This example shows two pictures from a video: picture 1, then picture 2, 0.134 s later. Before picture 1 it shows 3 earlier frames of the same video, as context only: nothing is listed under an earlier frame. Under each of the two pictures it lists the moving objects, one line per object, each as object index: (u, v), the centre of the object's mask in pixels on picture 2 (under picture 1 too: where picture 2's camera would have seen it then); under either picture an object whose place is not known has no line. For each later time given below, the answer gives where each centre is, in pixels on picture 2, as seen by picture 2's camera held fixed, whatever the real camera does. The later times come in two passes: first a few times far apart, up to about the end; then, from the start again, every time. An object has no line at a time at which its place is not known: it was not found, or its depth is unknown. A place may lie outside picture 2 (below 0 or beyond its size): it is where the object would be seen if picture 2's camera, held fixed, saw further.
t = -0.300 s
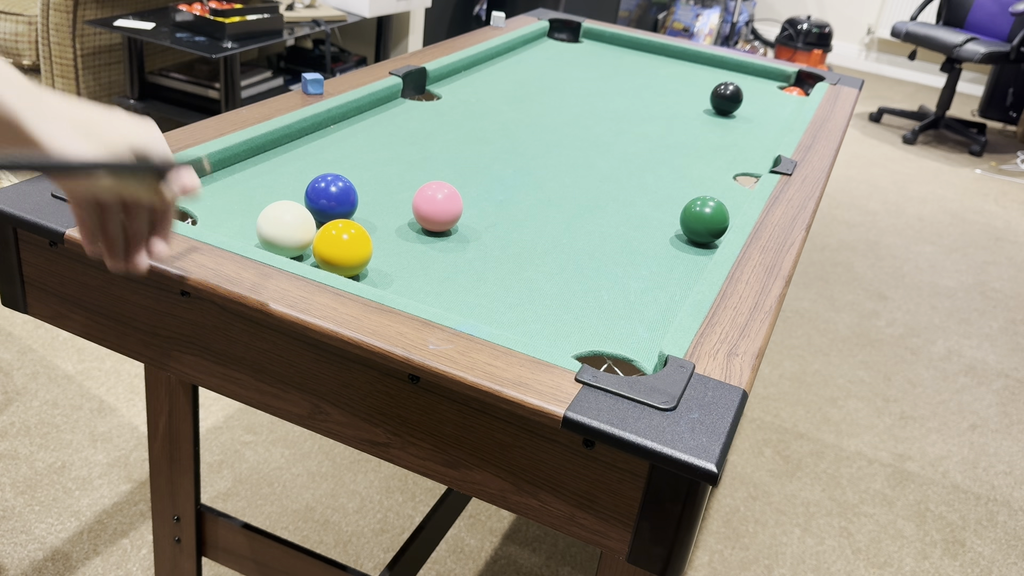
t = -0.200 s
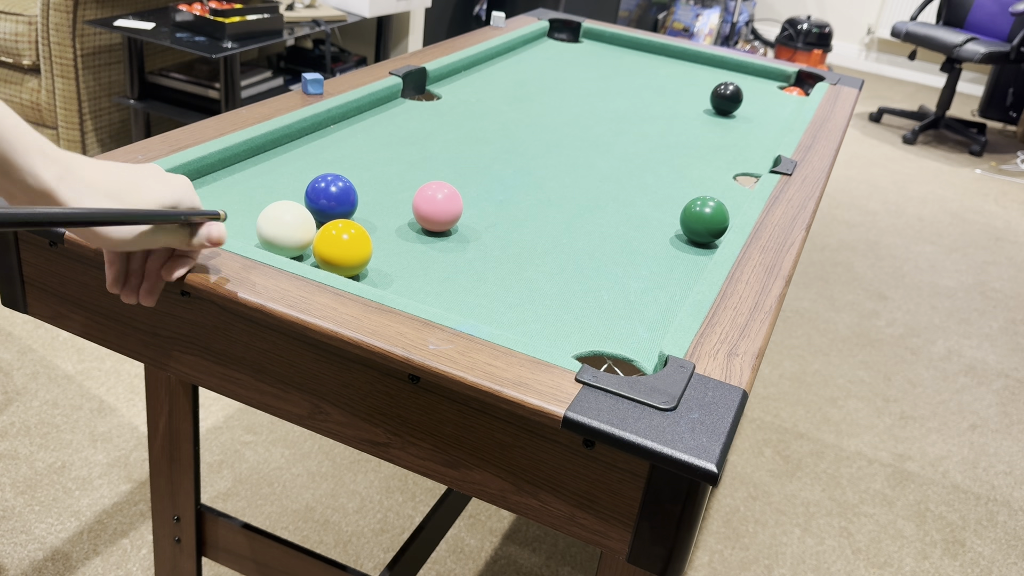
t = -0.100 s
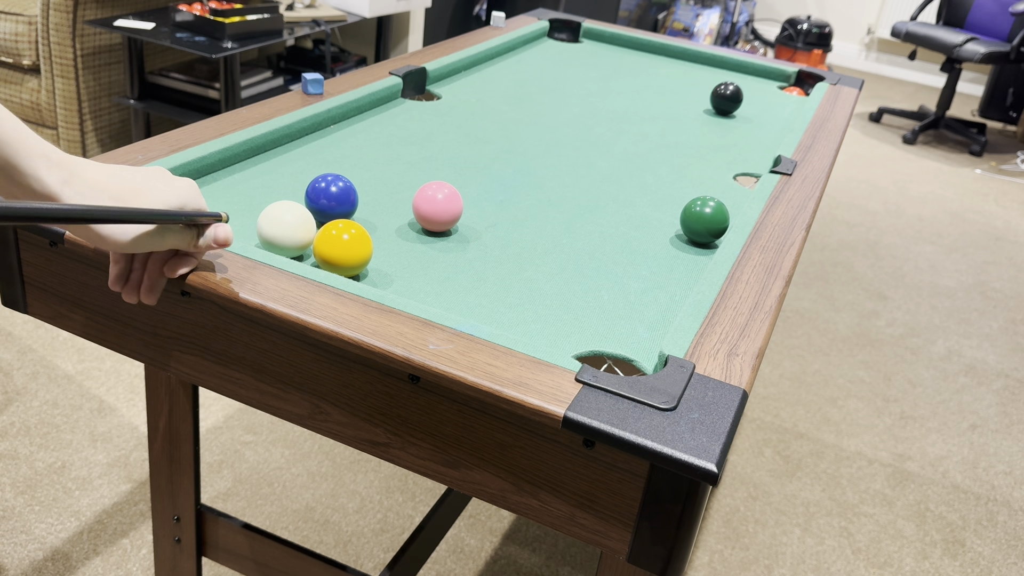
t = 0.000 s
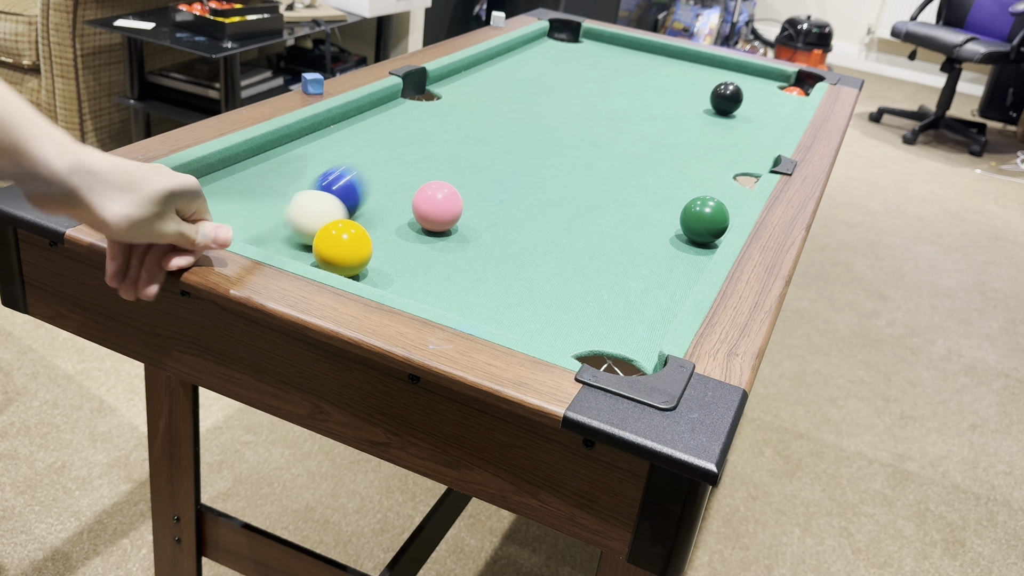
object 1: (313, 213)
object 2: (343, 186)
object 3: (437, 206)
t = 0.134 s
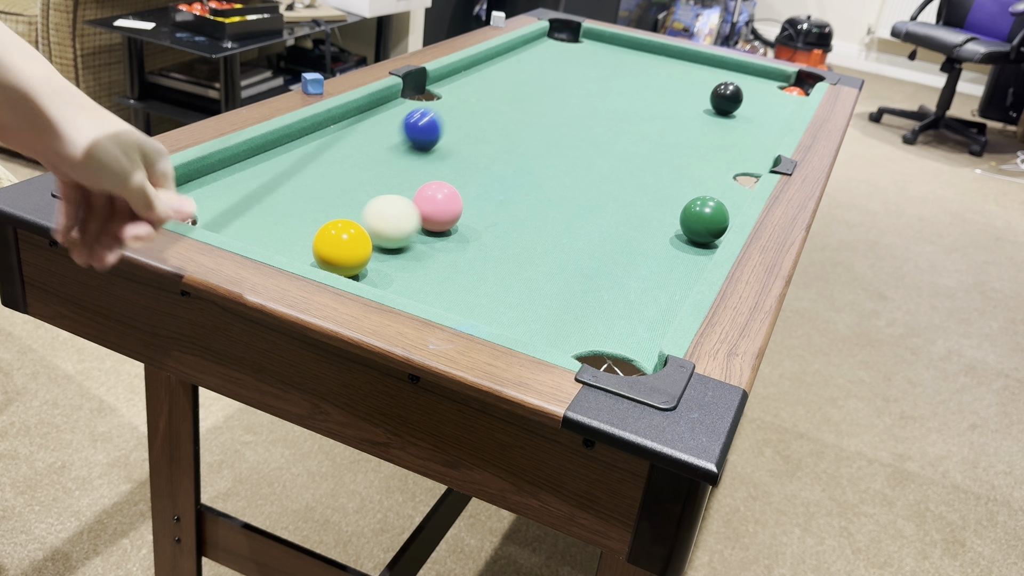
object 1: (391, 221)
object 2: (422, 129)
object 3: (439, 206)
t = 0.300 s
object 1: (448, 229)
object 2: (478, 85)
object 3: (460, 191)
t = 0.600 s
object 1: (533, 243)
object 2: (543, 35)
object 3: (492, 180)
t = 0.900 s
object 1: (606, 257)
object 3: (517, 166)
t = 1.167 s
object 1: (665, 269)
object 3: (531, 156)
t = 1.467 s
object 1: (658, 262)
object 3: (542, 146)
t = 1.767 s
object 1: (649, 256)
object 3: (551, 140)
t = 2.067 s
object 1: (648, 255)
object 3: (557, 136)
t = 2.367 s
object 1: (648, 256)
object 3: (561, 134)
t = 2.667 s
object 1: (648, 255)
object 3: (561, 134)
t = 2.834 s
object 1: (648, 255)
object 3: (561, 134)
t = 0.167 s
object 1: (407, 221)
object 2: (436, 118)
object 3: (443, 203)
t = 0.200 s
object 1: (417, 223)
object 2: (448, 109)
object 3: (448, 199)
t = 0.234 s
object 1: (428, 225)
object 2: (458, 101)
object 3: (453, 196)
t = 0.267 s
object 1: (438, 227)
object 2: (469, 93)
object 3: (456, 193)
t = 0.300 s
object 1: (448, 229)
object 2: (478, 85)
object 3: (460, 191)
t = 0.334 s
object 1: (458, 231)
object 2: (487, 78)
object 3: (463, 190)
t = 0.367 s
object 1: (468, 232)
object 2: (495, 72)
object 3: (467, 189)
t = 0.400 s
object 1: (478, 234)
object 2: (503, 66)
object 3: (470, 189)
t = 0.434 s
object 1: (488, 236)
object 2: (511, 60)
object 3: (474, 188)
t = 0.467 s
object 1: (497, 237)
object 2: (518, 54)
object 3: (478, 187)
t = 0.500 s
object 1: (506, 238)
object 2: (525, 49)
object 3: (482, 185)
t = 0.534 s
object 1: (515, 240)
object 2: (531, 44)
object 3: (486, 183)
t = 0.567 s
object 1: (524, 242)
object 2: (537, 39)
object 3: (489, 182)
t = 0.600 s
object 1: (533, 243)
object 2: (543, 35)
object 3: (492, 180)
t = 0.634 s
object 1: (541, 245)
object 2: (551, 31)
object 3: (495, 178)
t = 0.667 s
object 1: (550, 247)
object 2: (561, 28)
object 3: (498, 177)
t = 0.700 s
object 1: (558, 248)
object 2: (568, 27)
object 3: (501, 175)
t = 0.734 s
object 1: (566, 250)
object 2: (565, 30)
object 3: (504, 173)
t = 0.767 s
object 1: (574, 251)
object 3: (507, 172)
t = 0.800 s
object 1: (582, 253)
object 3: (509, 170)
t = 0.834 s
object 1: (591, 254)
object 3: (512, 169)
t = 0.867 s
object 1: (598, 256)
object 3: (514, 167)
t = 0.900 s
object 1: (606, 257)
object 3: (517, 166)
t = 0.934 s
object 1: (614, 259)
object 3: (519, 165)
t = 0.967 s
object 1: (621, 260)
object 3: (521, 163)
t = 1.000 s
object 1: (629, 262)
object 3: (523, 162)
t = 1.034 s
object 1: (636, 263)
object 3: (525, 161)
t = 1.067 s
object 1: (643, 264)
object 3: (526, 159)
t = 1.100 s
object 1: (651, 266)
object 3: (528, 158)
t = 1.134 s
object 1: (658, 267)
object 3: (530, 157)
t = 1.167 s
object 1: (665, 269)
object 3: (531, 156)
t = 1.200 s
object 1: (672, 270)
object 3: (533, 154)
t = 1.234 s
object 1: (672, 270)
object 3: (534, 153)
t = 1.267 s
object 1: (670, 269)
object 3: (535, 152)
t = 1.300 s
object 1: (667, 267)
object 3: (537, 151)
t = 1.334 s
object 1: (665, 266)
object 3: (538, 150)
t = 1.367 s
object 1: (663, 265)
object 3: (539, 149)
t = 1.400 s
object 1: (661, 264)
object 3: (540, 148)
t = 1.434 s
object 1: (659, 263)
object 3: (541, 147)
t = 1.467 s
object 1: (658, 262)
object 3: (542, 146)
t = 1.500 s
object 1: (656, 261)
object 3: (543, 146)
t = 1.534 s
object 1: (655, 260)
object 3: (544, 145)
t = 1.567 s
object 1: (654, 259)
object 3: (545, 144)
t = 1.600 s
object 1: (652, 259)
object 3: (546, 143)
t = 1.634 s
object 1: (652, 258)
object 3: (547, 142)
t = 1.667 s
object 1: (651, 258)
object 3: (548, 142)
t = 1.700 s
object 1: (650, 257)
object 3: (549, 141)
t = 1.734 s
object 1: (650, 256)
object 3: (550, 140)
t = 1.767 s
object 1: (649, 256)
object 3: (551, 140)
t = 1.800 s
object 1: (649, 255)
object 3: (552, 139)
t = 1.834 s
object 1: (649, 255)
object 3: (552, 139)
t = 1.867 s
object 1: (648, 255)
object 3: (553, 138)
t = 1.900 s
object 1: (648, 255)
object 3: (554, 138)
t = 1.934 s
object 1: (648, 255)
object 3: (554, 137)
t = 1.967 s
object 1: (648, 255)
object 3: (555, 137)
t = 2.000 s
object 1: (648, 255)
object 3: (556, 136)
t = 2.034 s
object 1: (648, 255)
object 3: (556, 136)
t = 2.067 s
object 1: (648, 255)
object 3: (557, 136)
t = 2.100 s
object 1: (648, 255)
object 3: (558, 135)
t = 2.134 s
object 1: (648, 255)
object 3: (558, 135)
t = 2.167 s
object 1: (648, 255)
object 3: (559, 135)
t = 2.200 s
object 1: (648, 255)
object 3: (559, 135)
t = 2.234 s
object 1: (648, 255)
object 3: (559, 135)
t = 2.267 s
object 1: (649, 255)
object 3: (560, 134)
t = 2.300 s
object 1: (648, 255)
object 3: (560, 134)
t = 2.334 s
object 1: (649, 255)
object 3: (561, 134)
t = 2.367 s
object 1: (648, 256)
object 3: (561, 134)
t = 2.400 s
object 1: (649, 255)
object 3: (561, 134)
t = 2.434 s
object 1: (648, 256)
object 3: (561, 134)
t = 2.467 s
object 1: (648, 255)
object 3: (562, 134)
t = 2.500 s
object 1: (649, 255)
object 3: (562, 134)
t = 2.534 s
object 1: (648, 255)
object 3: (562, 134)
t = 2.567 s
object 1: (649, 255)
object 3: (561, 134)
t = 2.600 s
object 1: (648, 256)
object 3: (561, 134)
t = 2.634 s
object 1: (648, 256)
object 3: (561, 134)
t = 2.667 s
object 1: (648, 255)
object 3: (561, 134)
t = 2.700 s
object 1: (648, 255)
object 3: (561, 134)
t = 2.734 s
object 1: (648, 255)
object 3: (561, 134)
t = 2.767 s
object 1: (648, 256)
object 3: (561, 134)
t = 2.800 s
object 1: (648, 256)
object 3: (561, 134)
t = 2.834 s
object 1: (648, 255)
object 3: (561, 134)
